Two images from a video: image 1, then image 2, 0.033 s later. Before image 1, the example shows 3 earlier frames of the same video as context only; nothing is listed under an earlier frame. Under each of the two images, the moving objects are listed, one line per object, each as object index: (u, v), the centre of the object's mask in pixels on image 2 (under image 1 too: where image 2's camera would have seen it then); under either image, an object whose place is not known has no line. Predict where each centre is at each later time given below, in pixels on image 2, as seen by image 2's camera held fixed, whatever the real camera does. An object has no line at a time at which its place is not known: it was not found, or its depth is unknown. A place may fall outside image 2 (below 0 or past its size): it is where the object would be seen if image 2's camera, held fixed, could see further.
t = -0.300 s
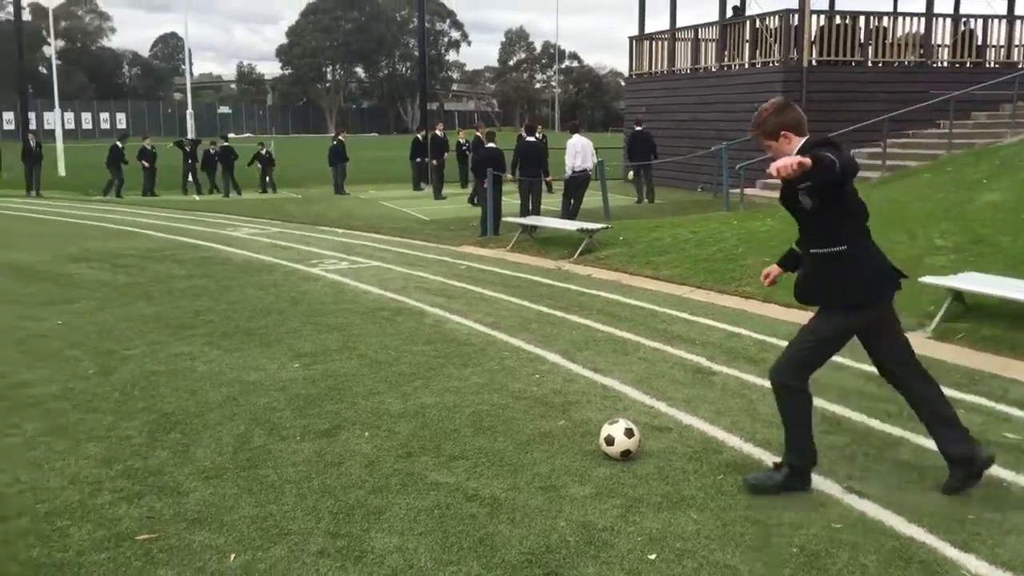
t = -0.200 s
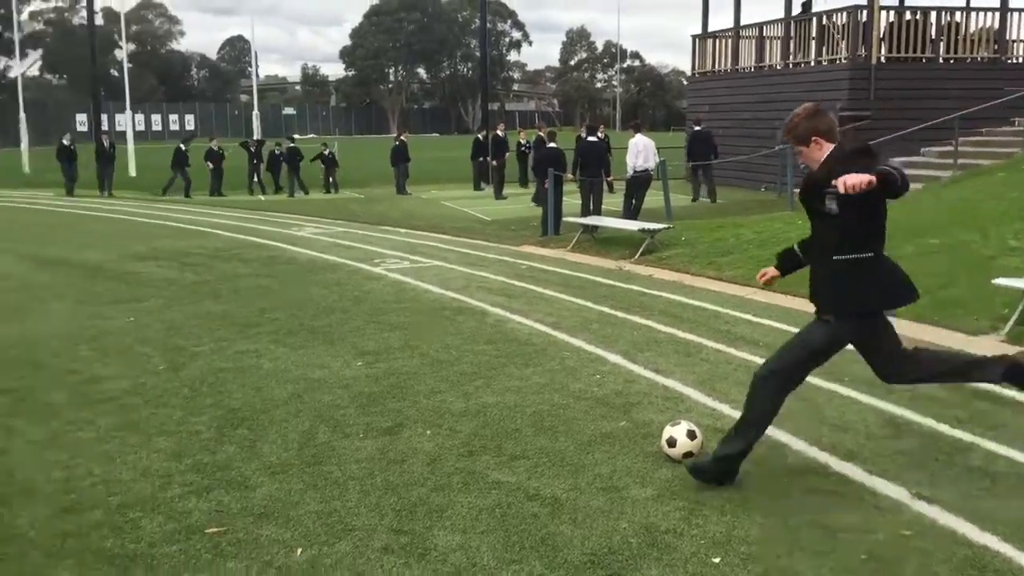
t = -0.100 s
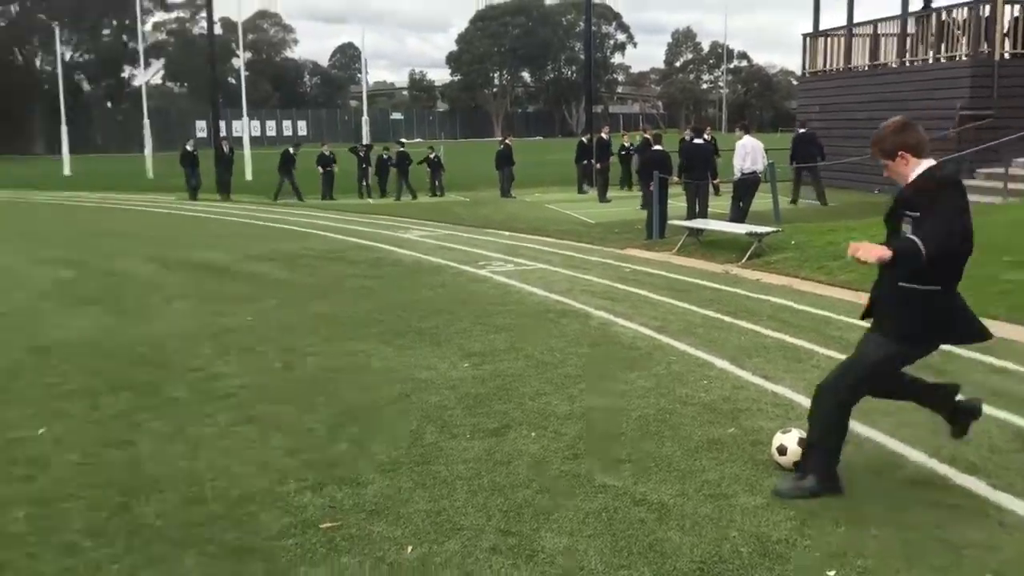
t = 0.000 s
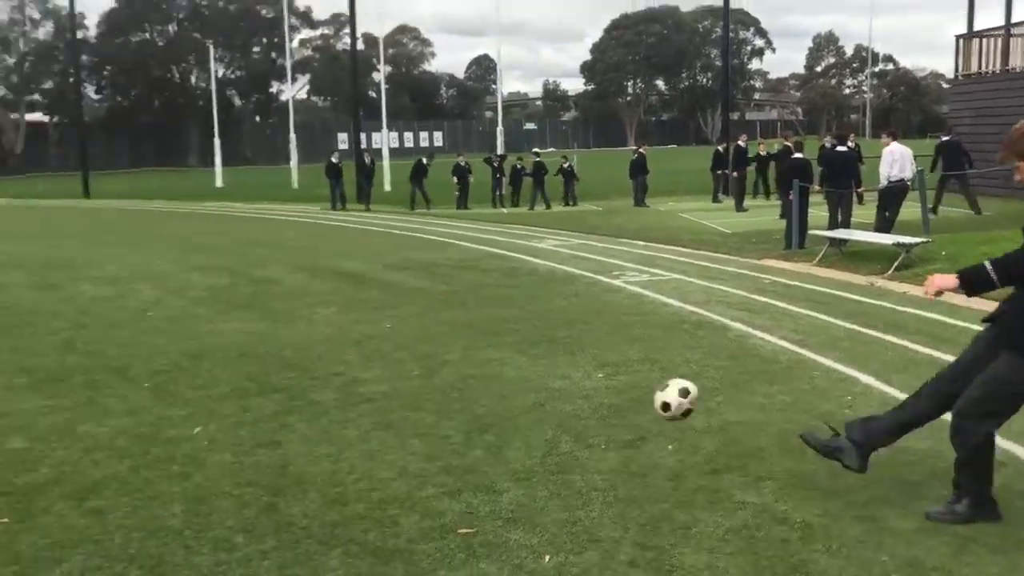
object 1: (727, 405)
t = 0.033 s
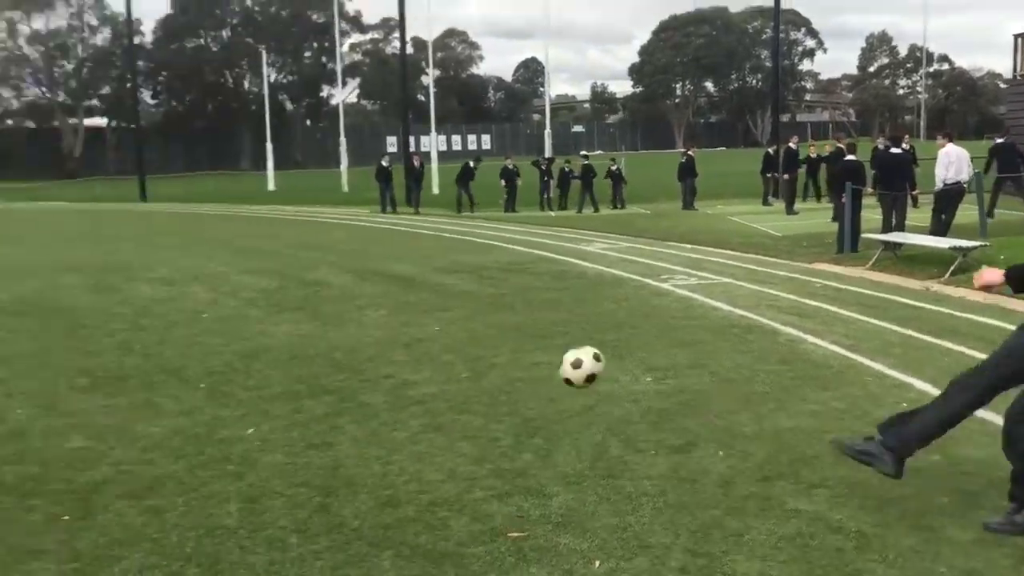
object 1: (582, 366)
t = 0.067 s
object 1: (441, 332)
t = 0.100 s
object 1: (307, 299)
